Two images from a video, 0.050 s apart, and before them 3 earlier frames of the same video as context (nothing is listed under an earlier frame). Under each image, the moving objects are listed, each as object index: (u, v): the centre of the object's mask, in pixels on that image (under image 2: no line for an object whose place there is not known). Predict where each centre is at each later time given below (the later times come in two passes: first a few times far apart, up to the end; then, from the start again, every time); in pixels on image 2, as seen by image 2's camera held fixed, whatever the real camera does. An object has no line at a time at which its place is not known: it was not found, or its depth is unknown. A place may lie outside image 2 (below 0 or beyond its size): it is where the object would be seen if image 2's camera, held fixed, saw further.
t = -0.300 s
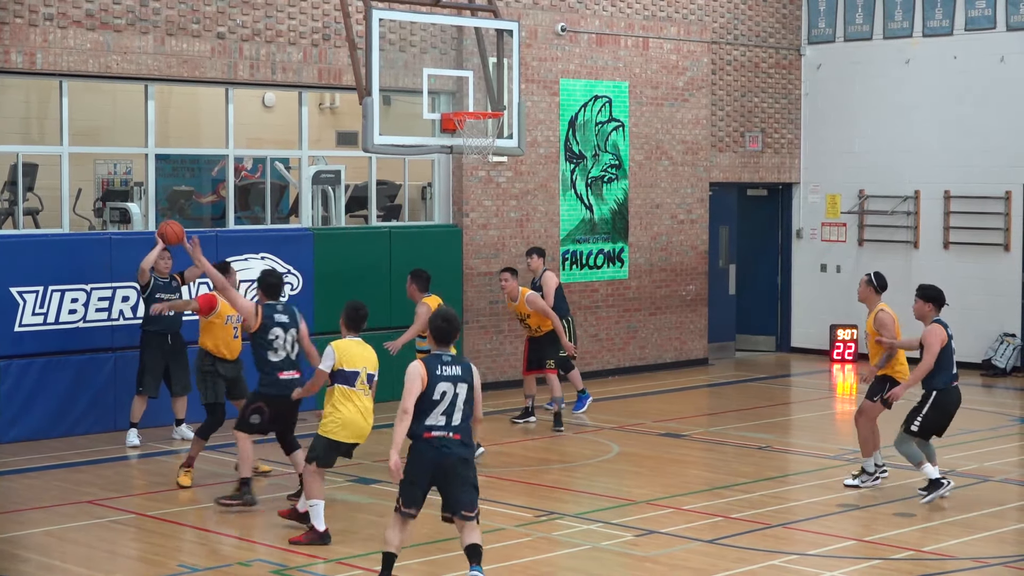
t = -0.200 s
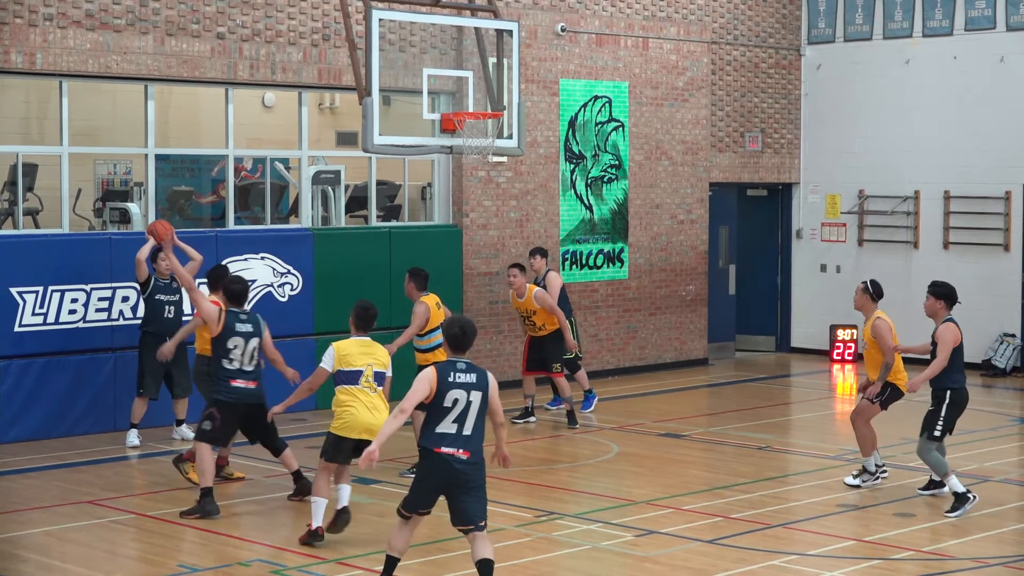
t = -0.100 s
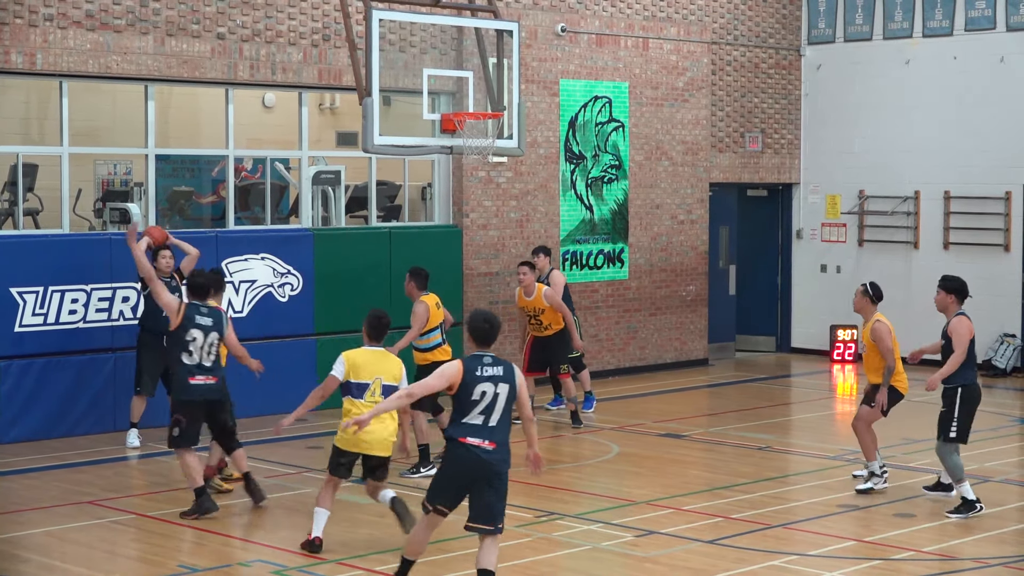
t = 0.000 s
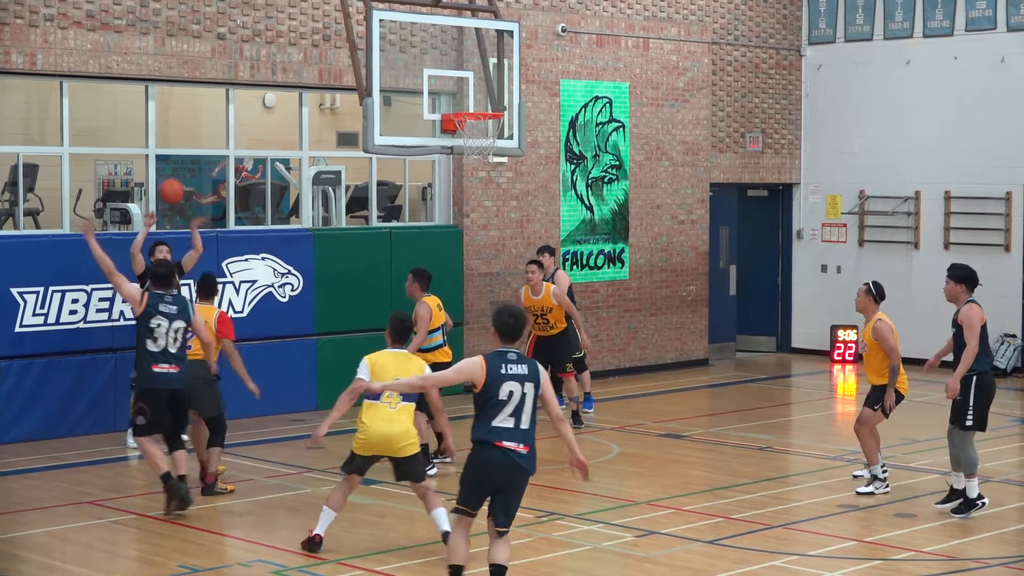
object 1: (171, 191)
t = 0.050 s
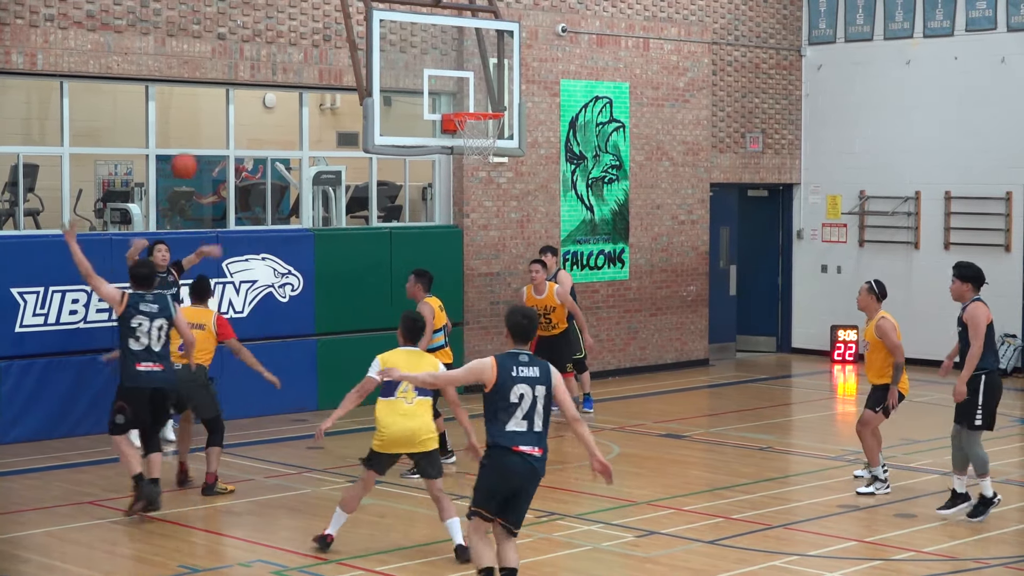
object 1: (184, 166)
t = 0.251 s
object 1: (242, 81)
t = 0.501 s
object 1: (328, 26)
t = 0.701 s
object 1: (411, 37)
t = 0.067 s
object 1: (189, 157)
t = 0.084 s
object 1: (193, 149)
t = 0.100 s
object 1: (198, 142)
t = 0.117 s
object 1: (203, 134)
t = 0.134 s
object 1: (207, 127)
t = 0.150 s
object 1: (212, 120)
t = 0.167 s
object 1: (217, 113)
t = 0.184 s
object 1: (222, 106)
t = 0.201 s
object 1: (226, 100)
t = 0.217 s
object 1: (232, 93)
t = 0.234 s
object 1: (237, 88)
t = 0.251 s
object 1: (242, 81)
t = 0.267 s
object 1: (247, 76)
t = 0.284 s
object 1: (252, 71)
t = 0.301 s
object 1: (258, 66)
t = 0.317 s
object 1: (263, 61)
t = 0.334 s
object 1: (268, 56)
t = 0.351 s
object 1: (274, 52)
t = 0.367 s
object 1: (280, 48)
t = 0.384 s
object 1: (285, 44)
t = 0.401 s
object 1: (291, 40)
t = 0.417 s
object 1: (297, 37)
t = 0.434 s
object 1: (303, 34)
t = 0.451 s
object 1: (309, 32)
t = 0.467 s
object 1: (315, 29)
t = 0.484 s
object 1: (322, 27)
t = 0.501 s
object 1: (328, 26)
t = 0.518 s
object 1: (334, 25)
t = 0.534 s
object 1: (341, 24)
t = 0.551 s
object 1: (347, 22)
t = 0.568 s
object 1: (354, 23)
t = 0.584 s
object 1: (360, 23)
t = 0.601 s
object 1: (368, 24)
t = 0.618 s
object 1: (375, 25)
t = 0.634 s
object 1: (382, 27)
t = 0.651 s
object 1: (390, 28)
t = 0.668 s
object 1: (397, 31)
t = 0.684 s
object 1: (404, 34)
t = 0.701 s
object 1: (411, 37)
